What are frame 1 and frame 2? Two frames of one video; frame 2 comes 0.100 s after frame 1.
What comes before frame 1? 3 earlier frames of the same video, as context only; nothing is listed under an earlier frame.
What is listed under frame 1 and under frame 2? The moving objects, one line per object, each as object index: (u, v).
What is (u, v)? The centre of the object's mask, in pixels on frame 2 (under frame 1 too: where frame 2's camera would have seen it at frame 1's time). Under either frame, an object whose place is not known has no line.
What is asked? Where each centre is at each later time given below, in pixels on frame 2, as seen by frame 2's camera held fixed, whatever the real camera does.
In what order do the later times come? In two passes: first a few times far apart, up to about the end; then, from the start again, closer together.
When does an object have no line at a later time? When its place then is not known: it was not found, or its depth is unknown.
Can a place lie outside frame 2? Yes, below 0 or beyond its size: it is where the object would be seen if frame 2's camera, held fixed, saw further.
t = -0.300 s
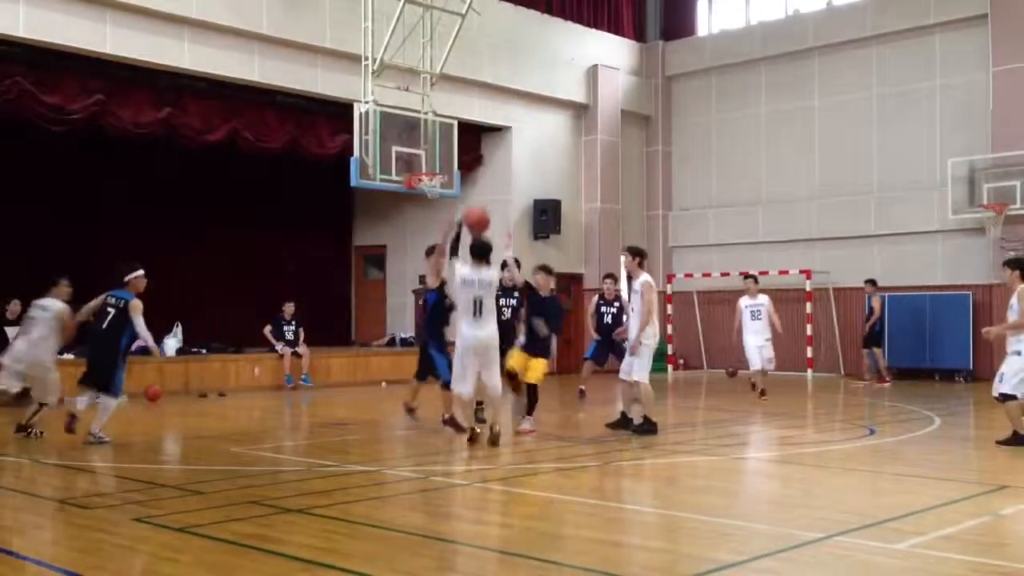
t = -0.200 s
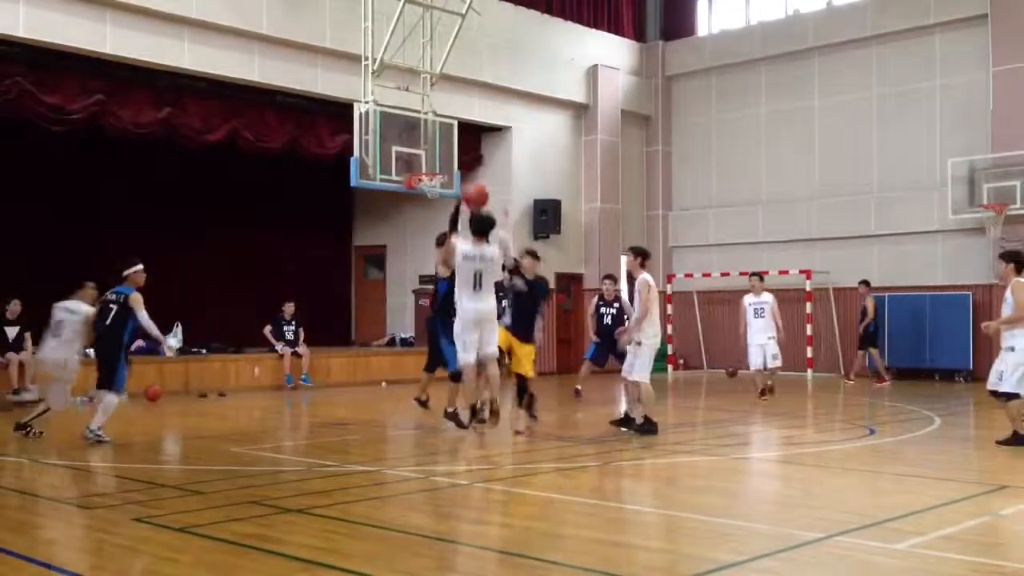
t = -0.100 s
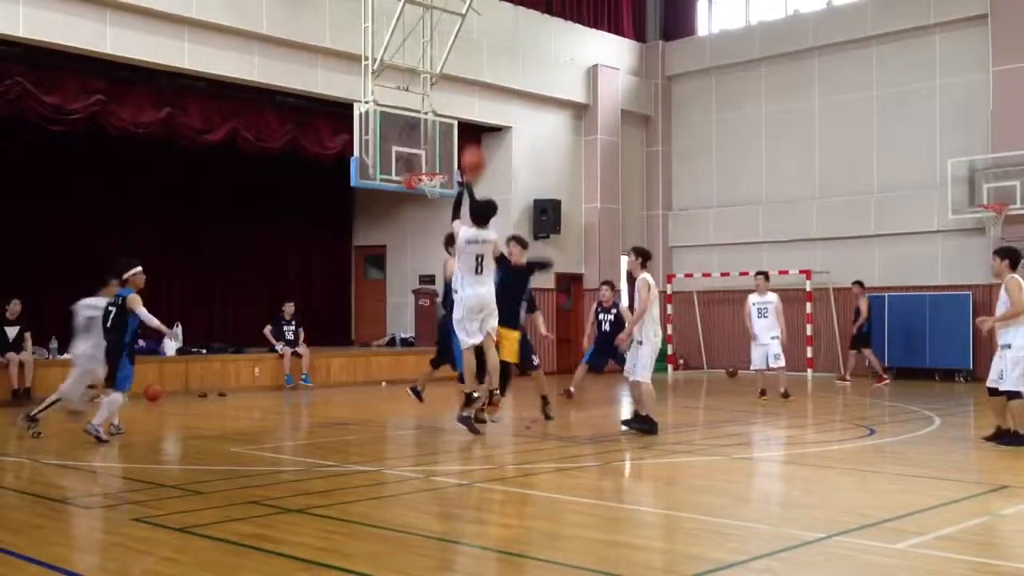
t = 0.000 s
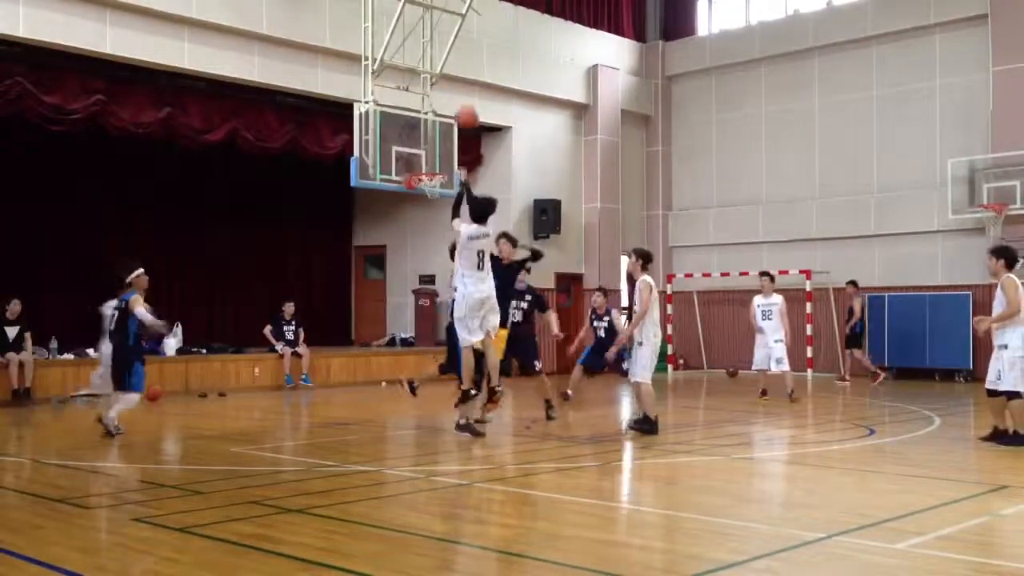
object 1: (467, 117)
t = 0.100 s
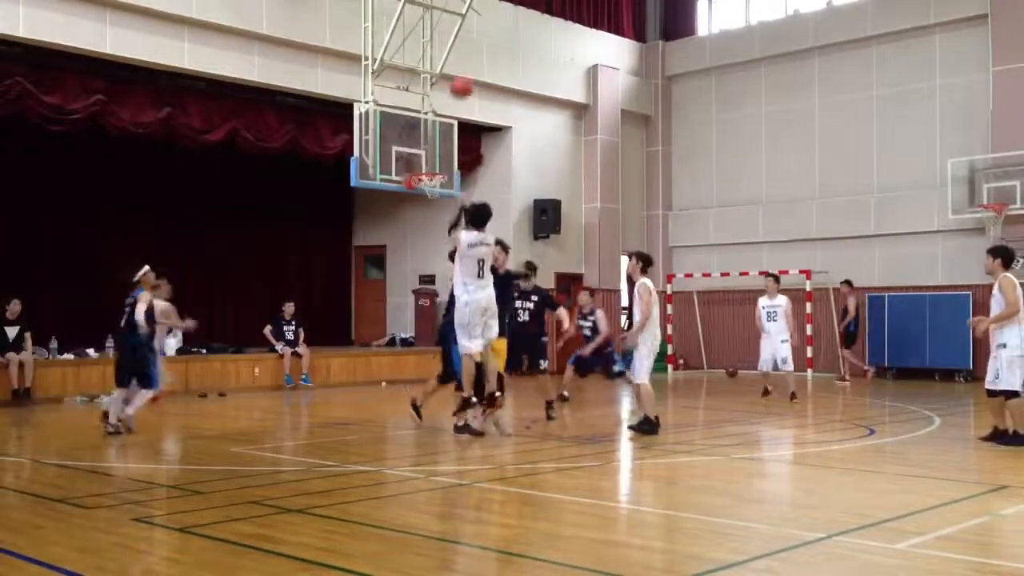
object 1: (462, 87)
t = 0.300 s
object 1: (450, 55)
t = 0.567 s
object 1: (440, 68)
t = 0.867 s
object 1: (428, 143)
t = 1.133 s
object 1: (427, 191)
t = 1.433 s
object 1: (428, 215)
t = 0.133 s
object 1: (459, 78)
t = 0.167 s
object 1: (457, 71)
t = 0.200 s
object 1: (456, 66)
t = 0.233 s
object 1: (454, 61)
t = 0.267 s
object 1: (452, 58)
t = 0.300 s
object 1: (450, 55)
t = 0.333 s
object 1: (448, 54)
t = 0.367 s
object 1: (447, 54)
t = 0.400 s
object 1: (446, 54)
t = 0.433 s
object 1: (444, 55)
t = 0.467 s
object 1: (443, 57)
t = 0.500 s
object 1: (443, 60)
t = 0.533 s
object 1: (441, 64)
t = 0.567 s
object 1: (440, 68)
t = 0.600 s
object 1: (439, 74)
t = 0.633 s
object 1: (436, 82)
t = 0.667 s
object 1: (435, 89)
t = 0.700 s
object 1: (435, 96)
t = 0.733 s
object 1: (433, 105)
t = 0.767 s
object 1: (432, 112)
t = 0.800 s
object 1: (429, 122)
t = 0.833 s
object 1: (429, 134)
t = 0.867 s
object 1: (428, 143)
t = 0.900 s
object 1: (428, 152)
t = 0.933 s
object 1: (428, 169)
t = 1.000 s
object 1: (428, 192)
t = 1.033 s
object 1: (427, 192)
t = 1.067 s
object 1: (427, 190)
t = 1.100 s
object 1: (426, 189)
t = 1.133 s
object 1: (427, 191)
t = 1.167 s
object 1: (427, 190)
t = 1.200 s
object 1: (427, 196)
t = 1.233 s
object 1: (427, 192)
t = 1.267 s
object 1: (426, 193)
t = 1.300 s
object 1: (425, 193)
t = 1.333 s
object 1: (424, 194)
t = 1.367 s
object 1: (425, 194)
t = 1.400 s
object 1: (428, 205)
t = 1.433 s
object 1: (428, 215)
